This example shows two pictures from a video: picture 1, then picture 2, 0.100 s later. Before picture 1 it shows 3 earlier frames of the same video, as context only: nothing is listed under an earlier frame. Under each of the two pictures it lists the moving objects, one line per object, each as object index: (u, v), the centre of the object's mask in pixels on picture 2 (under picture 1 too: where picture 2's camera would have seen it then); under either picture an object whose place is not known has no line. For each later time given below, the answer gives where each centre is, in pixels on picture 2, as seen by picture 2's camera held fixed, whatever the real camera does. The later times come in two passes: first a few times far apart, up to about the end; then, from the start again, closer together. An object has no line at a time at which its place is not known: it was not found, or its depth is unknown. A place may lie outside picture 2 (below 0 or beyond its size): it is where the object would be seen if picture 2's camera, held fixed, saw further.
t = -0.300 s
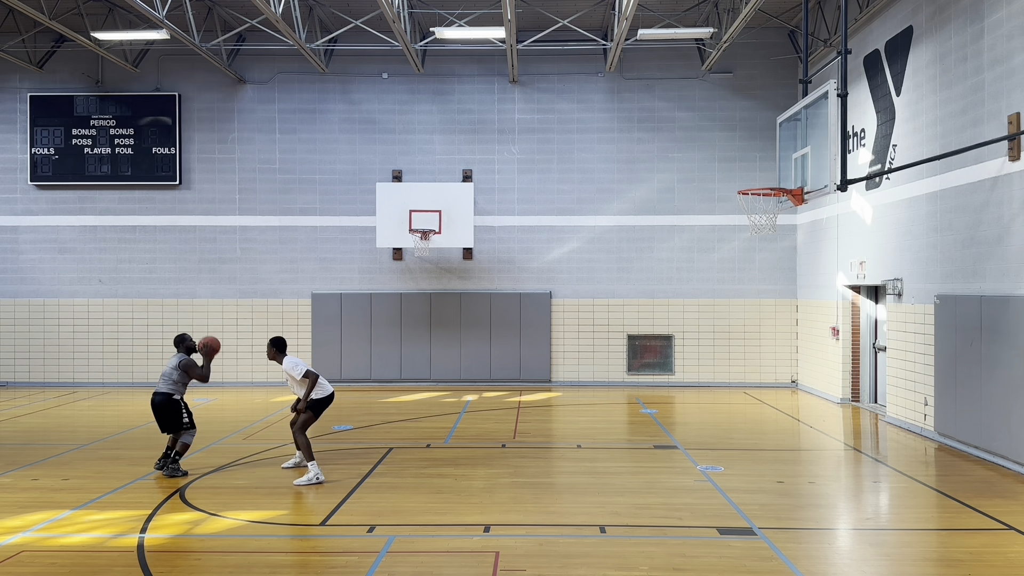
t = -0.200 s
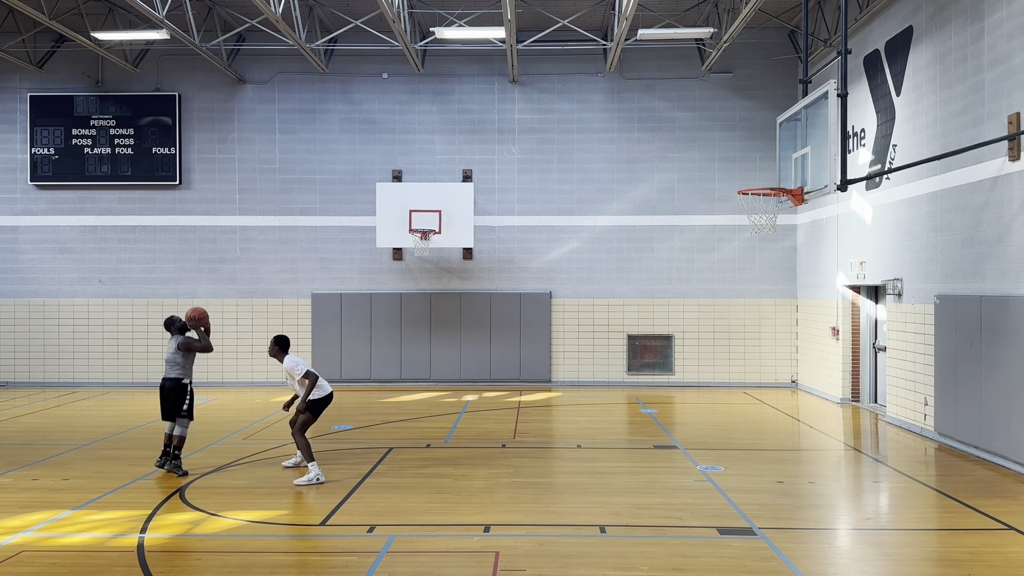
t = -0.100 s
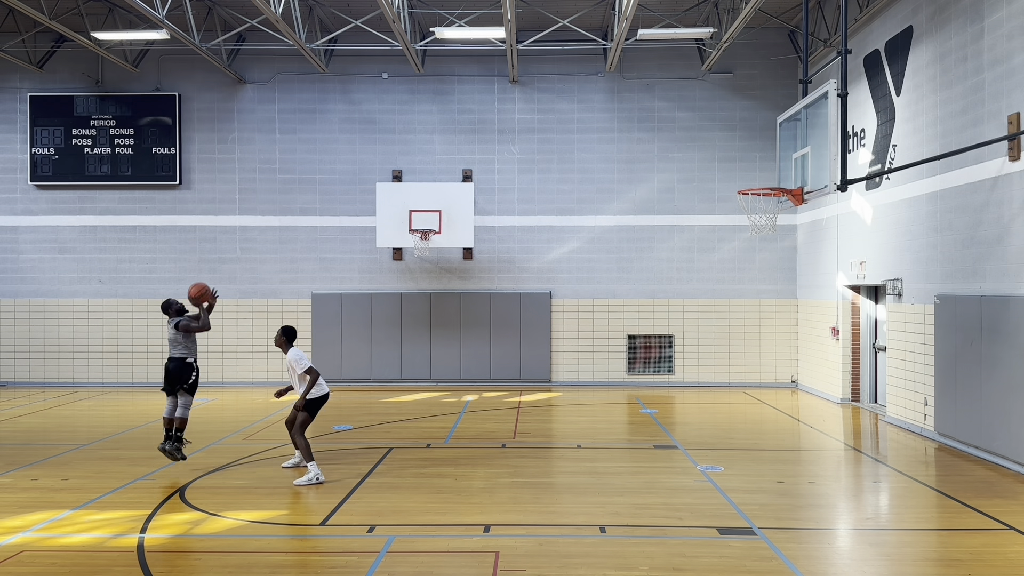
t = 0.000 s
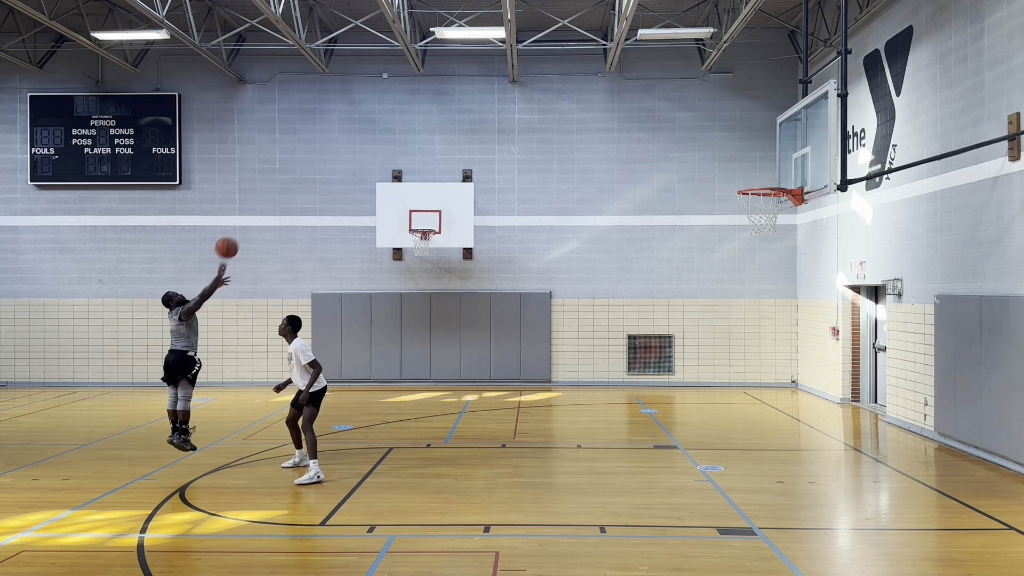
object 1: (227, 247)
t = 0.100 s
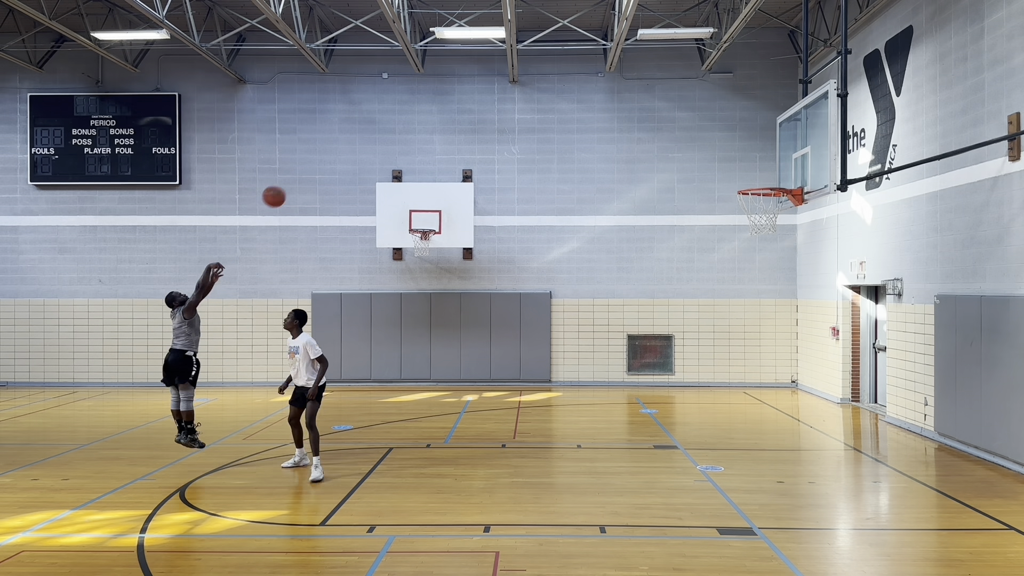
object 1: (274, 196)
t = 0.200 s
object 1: (321, 154)
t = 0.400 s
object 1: (413, 95)
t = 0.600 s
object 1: (504, 71)
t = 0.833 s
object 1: (611, 88)
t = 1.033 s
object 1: (704, 142)
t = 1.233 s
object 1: (786, 215)
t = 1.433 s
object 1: (797, 230)
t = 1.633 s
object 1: (807, 283)
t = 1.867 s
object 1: (820, 389)
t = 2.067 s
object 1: (820, 437)
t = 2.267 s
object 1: (795, 364)
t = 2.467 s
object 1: (771, 329)
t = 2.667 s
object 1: (747, 330)
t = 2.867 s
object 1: (725, 364)
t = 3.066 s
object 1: (705, 431)
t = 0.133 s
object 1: (290, 181)
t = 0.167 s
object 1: (305, 167)
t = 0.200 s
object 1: (321, 154)
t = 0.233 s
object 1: (336, 142)
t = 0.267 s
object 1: (352, 130)
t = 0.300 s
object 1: (367, 120)
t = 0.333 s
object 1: (383, 111)
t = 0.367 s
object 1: (398, 102)
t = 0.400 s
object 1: (413, 95)
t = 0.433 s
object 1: (428, 88)
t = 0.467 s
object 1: (443, 83)
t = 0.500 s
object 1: (459, 78)
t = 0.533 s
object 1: (474, 74)
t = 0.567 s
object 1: (489, 72)
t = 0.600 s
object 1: (504, 71)
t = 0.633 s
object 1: (519, 70)
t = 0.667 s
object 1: (535, 70)
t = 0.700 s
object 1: (550, 72)
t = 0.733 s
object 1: (565, 74)
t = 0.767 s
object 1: (581, 78)
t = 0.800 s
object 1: (596, 82)
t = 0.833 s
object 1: (611, 88)
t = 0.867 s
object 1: (626, 94)
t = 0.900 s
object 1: (642, 102)
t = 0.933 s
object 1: (657, 110)
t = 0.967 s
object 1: (673, 120)
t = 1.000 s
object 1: (689, 131)
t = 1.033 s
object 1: (704, 142)
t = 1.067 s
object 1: (719, 155)
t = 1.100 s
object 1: (735, 168)
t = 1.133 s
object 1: (750, 180)
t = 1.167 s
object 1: (764, 198)
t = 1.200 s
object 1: (780, 212)
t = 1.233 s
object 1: (786, 215)
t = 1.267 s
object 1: (788, 216)
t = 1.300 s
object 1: (790, 215)
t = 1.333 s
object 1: (792, 217)
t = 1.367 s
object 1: (794, 220)
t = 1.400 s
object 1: (795, 224)
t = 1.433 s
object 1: (797, 230)
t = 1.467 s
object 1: (799, 236)
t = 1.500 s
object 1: (800, 244)
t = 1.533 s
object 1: (802, 252)
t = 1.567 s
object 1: (804, 261)
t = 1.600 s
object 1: (805, 271)
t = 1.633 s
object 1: (807, 283)
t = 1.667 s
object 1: (809, 295)
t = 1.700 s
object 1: (811, 308)
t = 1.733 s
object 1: (812, 323)
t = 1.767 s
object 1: (814, 338)
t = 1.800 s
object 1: (816, 354)
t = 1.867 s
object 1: (820, 389)
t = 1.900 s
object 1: (822, 408)
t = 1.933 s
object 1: (824, 428)
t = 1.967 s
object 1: (827, 449)
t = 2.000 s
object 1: (828, 469)
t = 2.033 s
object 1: (824, 453)
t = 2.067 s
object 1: (820, 437)
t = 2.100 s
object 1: (816, 422)
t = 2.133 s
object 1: (811, 408)
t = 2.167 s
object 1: (807, 396)
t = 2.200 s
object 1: (803, 384)
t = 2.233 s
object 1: (799, 374)
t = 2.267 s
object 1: (795, 364)
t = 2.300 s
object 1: (791, 356)
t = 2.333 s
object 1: (787, 348)
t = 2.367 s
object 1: (783, 342)
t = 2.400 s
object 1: (779, 337)
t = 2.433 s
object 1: (775, 332)
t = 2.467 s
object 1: (771, 329)
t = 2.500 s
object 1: (767, 327)
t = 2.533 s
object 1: (763, 326)
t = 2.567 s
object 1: (759, 325)
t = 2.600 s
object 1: (755, 326)
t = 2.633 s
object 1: (751, 327)
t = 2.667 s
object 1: (747, 330)
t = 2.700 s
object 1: (743, 333)
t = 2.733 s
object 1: (740, 338)
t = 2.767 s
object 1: (736, 343)
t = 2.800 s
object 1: (732, 349)
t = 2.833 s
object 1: (729, 356)
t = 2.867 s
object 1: (725, 364)
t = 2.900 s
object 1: (722, 373)
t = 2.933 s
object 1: (718, 383)
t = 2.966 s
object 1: (715, 394)
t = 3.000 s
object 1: (711, 405)
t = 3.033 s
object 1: (708, 418)
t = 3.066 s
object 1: (705, 431)
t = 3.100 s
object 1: (701, 445)
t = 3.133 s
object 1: (699, 453)
